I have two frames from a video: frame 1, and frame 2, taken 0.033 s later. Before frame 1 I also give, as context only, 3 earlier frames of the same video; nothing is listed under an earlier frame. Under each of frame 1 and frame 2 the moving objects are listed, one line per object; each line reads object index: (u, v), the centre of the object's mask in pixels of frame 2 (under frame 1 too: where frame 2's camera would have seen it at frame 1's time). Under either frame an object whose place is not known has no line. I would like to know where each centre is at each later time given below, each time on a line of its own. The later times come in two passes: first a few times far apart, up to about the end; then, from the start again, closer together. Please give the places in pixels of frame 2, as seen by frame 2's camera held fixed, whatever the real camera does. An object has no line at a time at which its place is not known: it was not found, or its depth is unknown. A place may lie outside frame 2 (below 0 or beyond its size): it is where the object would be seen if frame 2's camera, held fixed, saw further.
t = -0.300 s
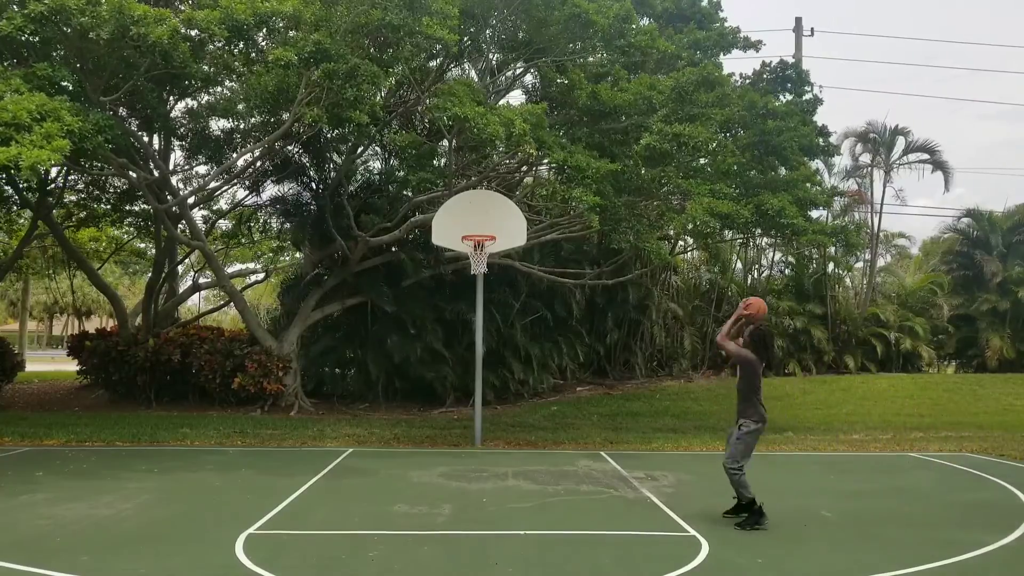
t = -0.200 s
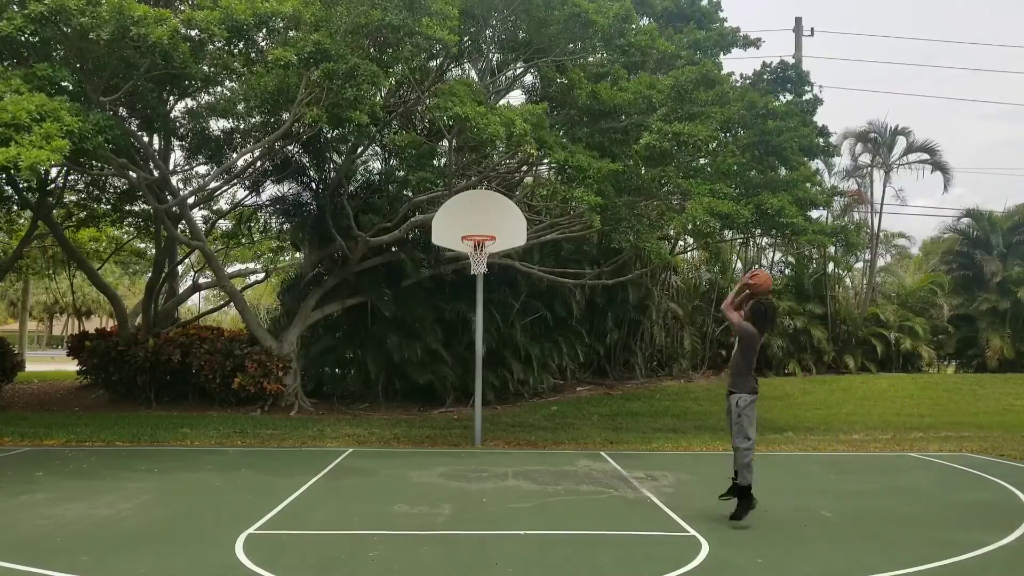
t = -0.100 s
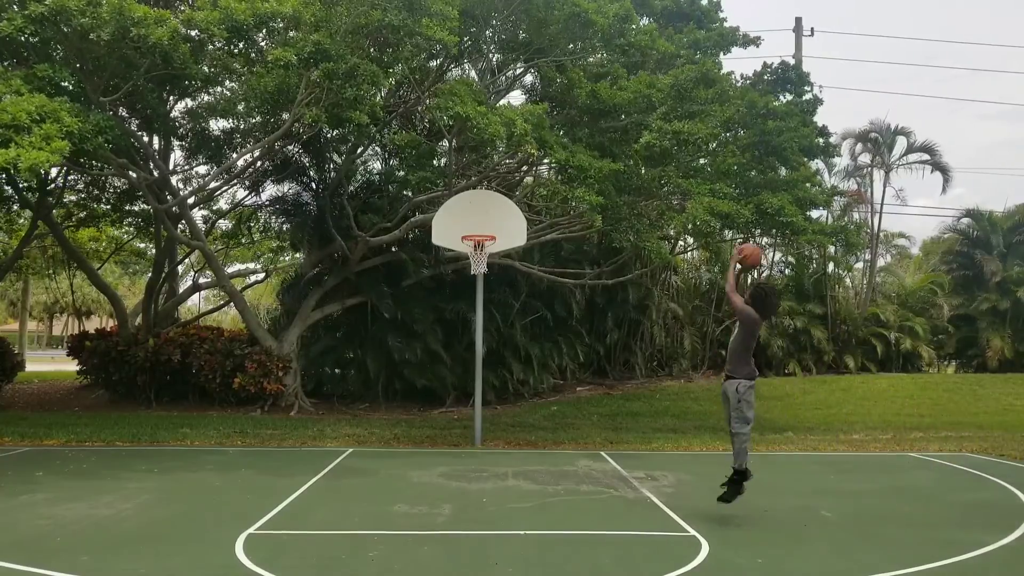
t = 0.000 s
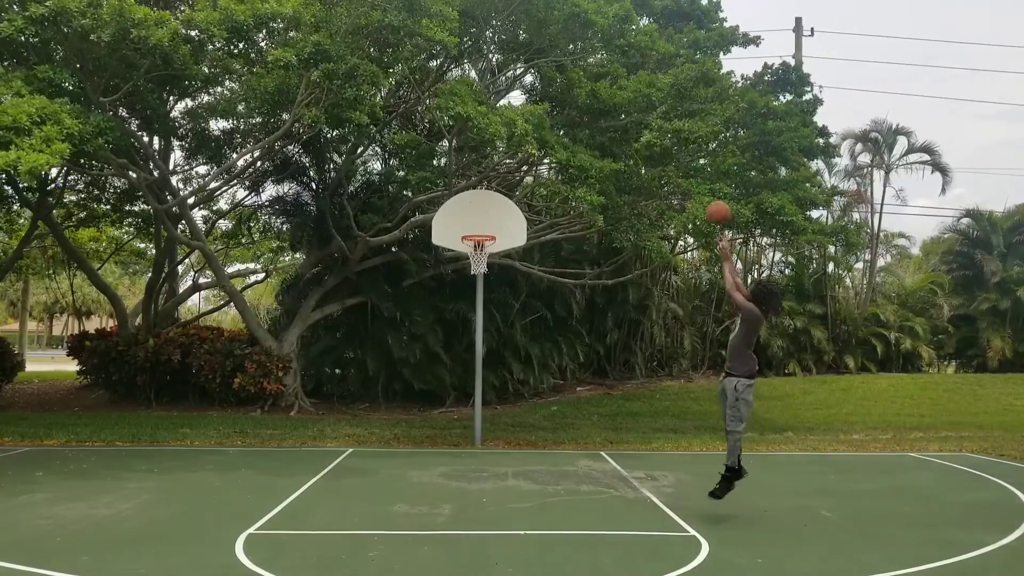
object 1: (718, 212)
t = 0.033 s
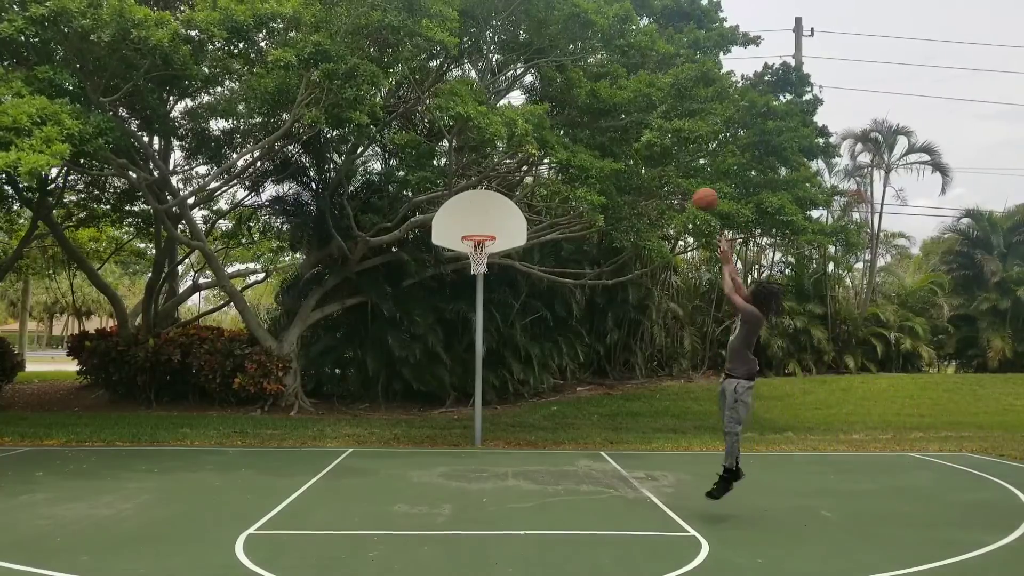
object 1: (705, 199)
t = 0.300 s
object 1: (618, 140)
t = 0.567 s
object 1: (551, 149)
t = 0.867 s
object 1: (490, 218)
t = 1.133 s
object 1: (483, 273)
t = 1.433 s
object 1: (499, 355)
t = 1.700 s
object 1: (513, 435)
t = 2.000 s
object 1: (530, 353)
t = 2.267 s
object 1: (547, 333)
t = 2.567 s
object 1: (567, 379)
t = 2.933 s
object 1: (593, 435)
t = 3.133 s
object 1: (606, 396)
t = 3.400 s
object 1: (626, 399)
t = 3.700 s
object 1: (651, 489)
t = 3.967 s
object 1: (669, 437)
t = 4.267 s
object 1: (692, 452)
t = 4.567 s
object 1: (718, 482)
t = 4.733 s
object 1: (732, 466)
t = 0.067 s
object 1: (693, 187)
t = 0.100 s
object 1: (681, 176)
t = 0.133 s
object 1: (669, 167)
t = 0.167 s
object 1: (659, 160)
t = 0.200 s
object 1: (648, 153)
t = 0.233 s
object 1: (638, 148)
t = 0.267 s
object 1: (628, 144)
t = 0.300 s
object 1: (618, 140)
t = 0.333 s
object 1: (609, 138)
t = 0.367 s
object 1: (599, 138)
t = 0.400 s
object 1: (591, 137)
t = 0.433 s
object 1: (582, 137)
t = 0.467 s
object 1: (574, 139)
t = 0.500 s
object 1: (566, 142)
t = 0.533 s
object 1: (558, 145)
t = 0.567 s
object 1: (551, 149)
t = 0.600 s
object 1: (543, 154)
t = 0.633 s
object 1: (536, 161)
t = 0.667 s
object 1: (528, 166)
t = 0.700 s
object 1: (521, 172)
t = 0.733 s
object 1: (515, 180)
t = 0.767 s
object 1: (508, 189)
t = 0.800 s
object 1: (502, 198)
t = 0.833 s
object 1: (496, 208)
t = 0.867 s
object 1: (490, 218)
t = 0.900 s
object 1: (484, 228)
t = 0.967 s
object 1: (477, 246)
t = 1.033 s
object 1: (475, 263)
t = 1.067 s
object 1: (479, 265)
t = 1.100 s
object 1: (480, 269)
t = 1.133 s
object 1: (483, 273)
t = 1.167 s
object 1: (485, 279)
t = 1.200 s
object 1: (487, 285)
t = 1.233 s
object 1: (489, 293)
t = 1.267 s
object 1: (490, 301)
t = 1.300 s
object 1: (492, 310)
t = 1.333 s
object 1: (494, 320)
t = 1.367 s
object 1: (496, 331)
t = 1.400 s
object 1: (497, 343)
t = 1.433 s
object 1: (499, 355)
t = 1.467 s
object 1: (501, 369)
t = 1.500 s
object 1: (503, 383)
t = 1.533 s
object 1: (504, 398)
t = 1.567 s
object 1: (506, 414)
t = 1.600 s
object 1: (508, 432)
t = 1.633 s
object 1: (510, 451)
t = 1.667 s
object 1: (511, 448)
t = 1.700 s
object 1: (513, 435)
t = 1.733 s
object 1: (515, 422)
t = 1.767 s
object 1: (517, 410)
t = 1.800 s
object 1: (519, 399)
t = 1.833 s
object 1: (521, 391)
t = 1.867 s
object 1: (523, 382)
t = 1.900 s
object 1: (525, 374)
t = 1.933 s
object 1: (526, 366)
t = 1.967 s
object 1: (528, 359)
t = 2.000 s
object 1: (530, 353)
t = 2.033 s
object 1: (532, 347)
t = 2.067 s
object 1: (534, 343)
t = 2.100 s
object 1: (537, 339)
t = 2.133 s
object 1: (539, 336)
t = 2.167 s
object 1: (541, 334)
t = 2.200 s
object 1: (543, 333)
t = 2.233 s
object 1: (545, 332)
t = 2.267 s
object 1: (547, 333)
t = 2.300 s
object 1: (549, 334)
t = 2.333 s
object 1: (551, 336)
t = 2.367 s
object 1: (554, 340)
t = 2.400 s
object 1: (556, 344)
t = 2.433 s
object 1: (558, 349)
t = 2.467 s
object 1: (560, 355)
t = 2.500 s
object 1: (563, 362)
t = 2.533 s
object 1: (565, 370)
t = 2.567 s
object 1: (567, 379)
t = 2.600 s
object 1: (570, 390)
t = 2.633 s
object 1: (572, 401)
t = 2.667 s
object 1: (574, 414)
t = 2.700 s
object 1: (577, 427)
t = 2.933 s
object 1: (593, 435)
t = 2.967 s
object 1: (595, 426)
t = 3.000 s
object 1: (597, 418)
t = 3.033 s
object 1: (599, 411)
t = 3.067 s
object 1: (601, 405)
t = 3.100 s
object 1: (604, 400)
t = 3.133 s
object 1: (606, 396)
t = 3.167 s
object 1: (608, 393)
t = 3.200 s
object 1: (611, 391)
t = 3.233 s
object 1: (614, 390)
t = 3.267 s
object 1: (616, 390)
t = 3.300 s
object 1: (618, 391)
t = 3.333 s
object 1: (621, 393)
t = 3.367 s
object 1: (623, 396)
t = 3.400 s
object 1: (626, 399)
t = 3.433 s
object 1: (629, 405)
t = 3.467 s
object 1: (631, 411)
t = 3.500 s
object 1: (634, 419)
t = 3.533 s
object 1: (637, 427)
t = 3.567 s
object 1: (639, 437)
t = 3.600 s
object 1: (642, 449)
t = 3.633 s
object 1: (645, 461)
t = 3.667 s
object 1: (648, 474)
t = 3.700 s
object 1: (651, 489)
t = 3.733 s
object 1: (653, 488)
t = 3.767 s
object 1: (655, 478)
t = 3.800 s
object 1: (657, 468)
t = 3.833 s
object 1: (660, 460)
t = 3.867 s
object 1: (662, 453)
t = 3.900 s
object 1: (664, 446)
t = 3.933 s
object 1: (667, 441)
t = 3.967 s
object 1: (669, 437)
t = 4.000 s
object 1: (672, 435)
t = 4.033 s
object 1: (674, 433)
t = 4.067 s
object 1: (676, 432)
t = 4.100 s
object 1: (679, 432)
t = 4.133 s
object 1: (681, 434)
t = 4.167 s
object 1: (684, 437)
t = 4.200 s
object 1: (687, 440)
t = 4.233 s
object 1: (690, 446)
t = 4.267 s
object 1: (692, 452)
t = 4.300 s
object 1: (695, 460)
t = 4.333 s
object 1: (698, 469)
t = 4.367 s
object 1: (701, 479)
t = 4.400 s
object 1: (704, 491)
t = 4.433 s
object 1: (707, 505)
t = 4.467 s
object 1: (710, 506)
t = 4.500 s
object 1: (713, 497)
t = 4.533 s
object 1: (715, 489)
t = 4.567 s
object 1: (718, 482)
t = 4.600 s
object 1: (721, 477)
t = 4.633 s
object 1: (724, 472)
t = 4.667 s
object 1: (727, 469)
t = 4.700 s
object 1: (730, 467)
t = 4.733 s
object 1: (732, 466)
